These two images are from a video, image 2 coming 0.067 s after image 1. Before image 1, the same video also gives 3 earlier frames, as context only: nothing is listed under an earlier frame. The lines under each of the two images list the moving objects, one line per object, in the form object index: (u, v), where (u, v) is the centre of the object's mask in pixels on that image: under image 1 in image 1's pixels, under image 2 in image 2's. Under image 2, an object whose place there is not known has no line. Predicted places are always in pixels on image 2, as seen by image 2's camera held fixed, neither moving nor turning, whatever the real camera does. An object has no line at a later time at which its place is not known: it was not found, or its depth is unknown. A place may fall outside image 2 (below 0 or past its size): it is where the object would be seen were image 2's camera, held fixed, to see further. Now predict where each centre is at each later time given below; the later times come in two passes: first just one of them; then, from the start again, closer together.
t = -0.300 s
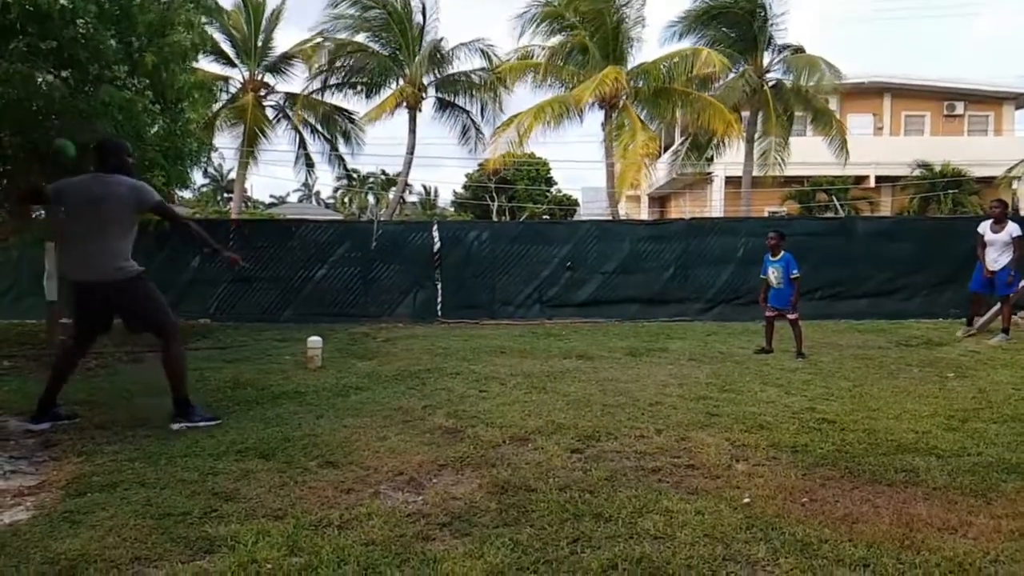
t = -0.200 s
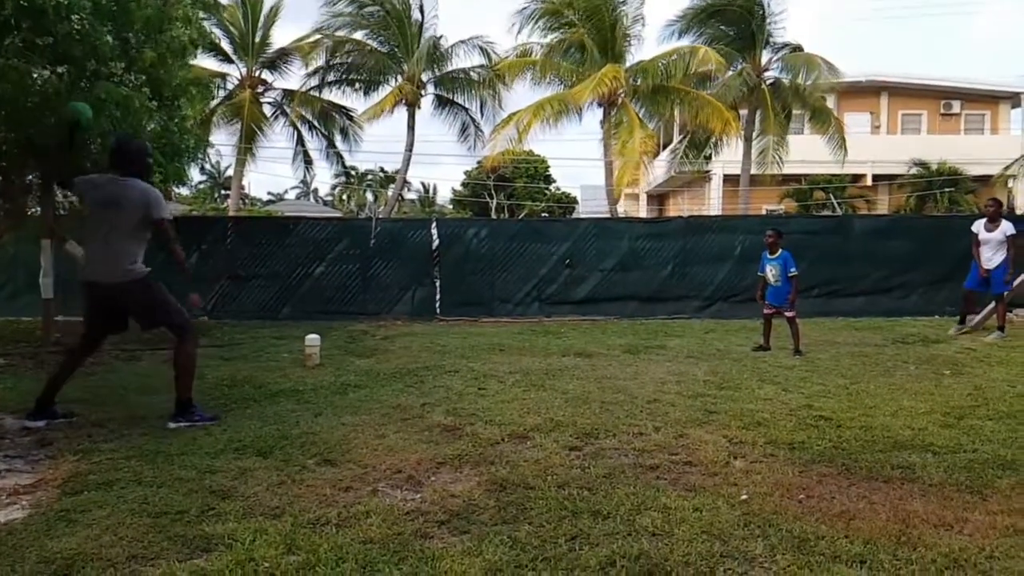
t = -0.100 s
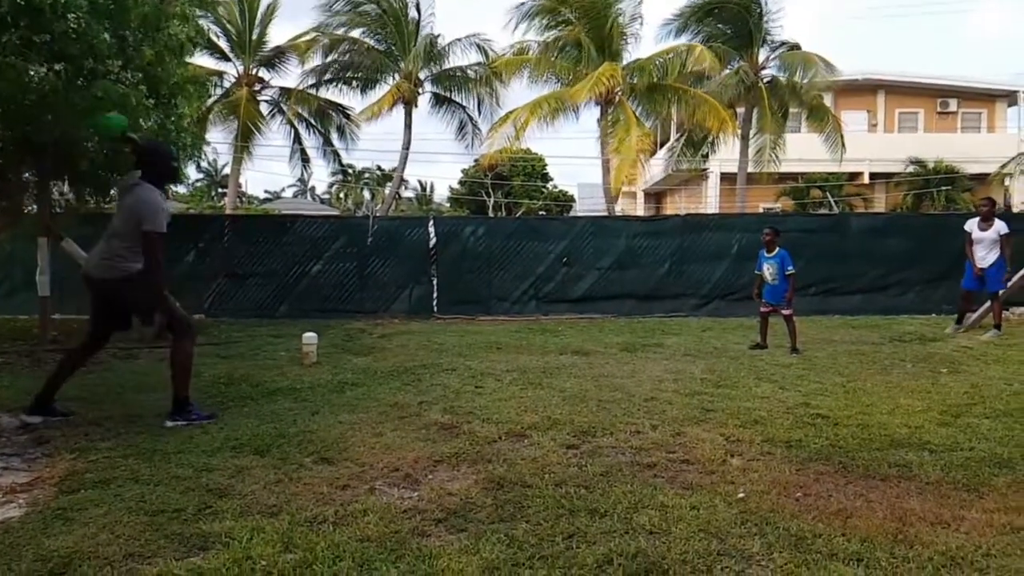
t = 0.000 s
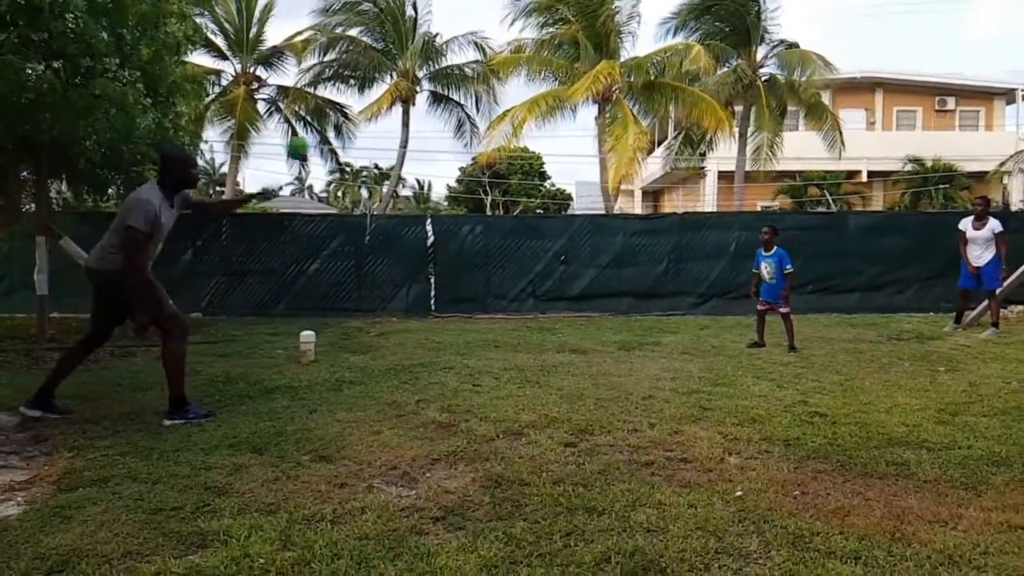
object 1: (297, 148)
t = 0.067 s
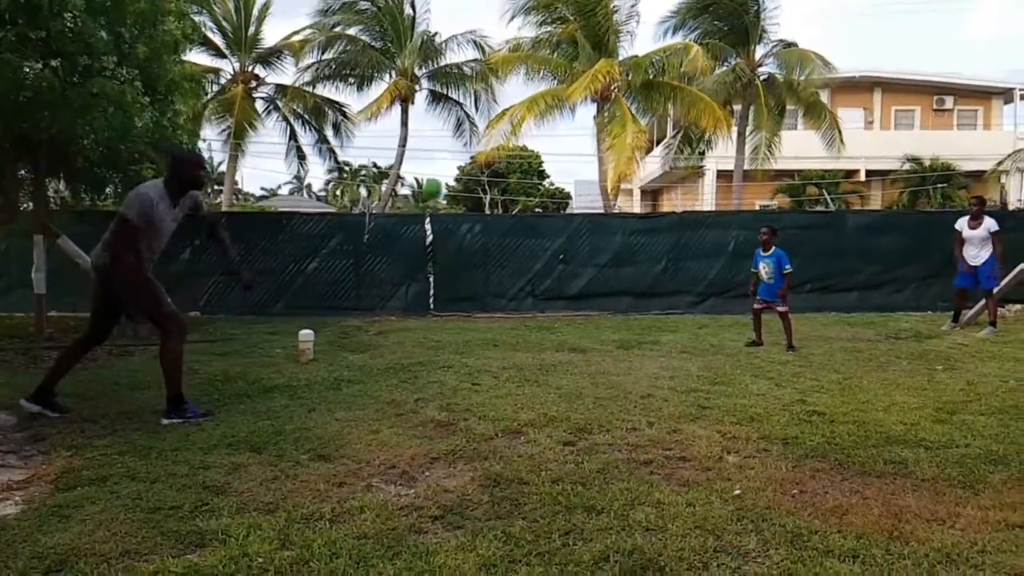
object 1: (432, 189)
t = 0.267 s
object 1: (718, 301)
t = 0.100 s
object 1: (490, 207)
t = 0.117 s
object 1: (519, 217)
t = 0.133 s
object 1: (544, 226)
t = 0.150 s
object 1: (569, 235)
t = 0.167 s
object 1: (592, 245)
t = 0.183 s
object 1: (615, 255)
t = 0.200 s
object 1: (636, 264)
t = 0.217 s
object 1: (657, 274)
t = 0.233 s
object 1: (678, 283)
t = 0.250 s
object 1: (699, 293)
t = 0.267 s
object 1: (718, 301)
